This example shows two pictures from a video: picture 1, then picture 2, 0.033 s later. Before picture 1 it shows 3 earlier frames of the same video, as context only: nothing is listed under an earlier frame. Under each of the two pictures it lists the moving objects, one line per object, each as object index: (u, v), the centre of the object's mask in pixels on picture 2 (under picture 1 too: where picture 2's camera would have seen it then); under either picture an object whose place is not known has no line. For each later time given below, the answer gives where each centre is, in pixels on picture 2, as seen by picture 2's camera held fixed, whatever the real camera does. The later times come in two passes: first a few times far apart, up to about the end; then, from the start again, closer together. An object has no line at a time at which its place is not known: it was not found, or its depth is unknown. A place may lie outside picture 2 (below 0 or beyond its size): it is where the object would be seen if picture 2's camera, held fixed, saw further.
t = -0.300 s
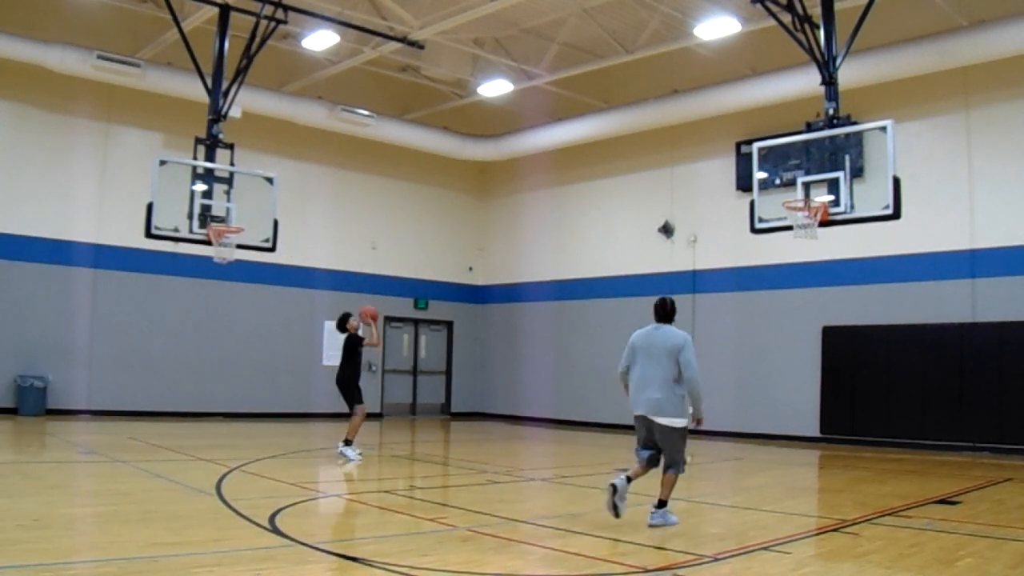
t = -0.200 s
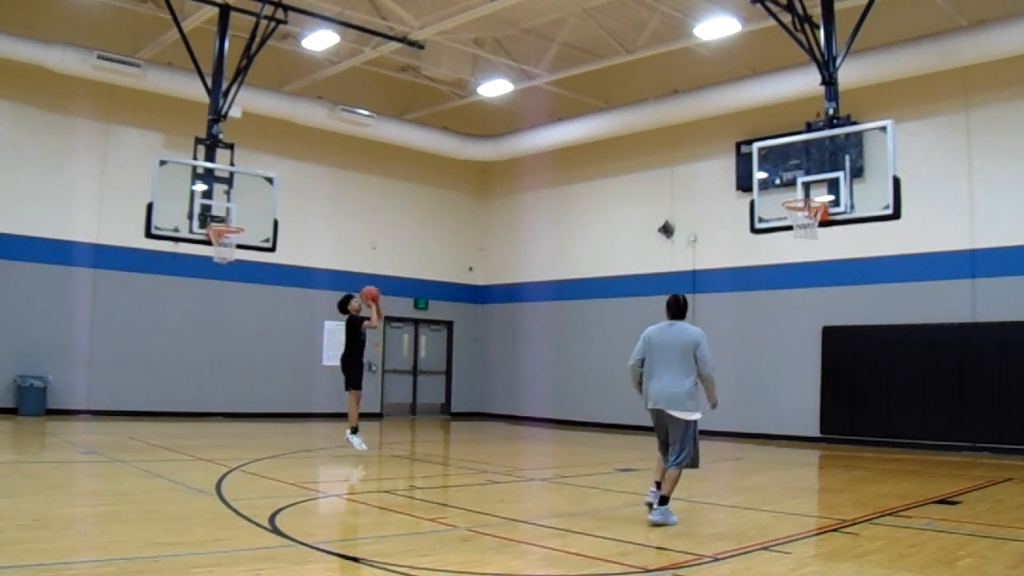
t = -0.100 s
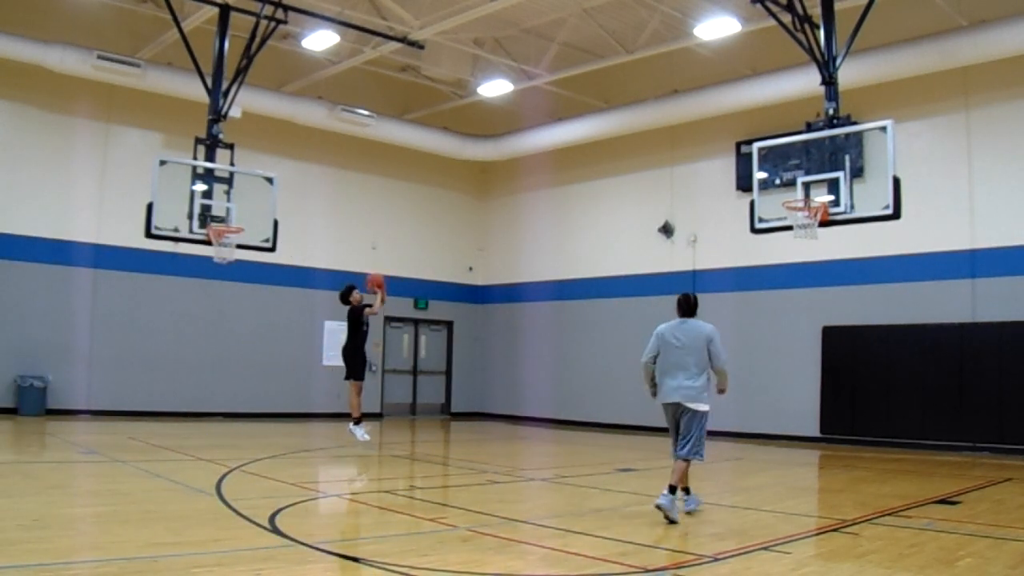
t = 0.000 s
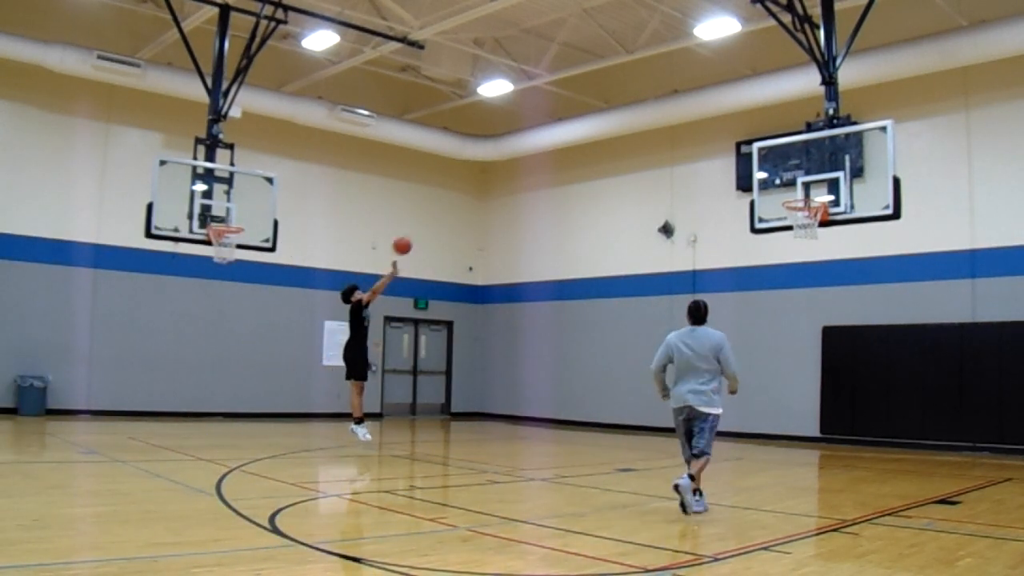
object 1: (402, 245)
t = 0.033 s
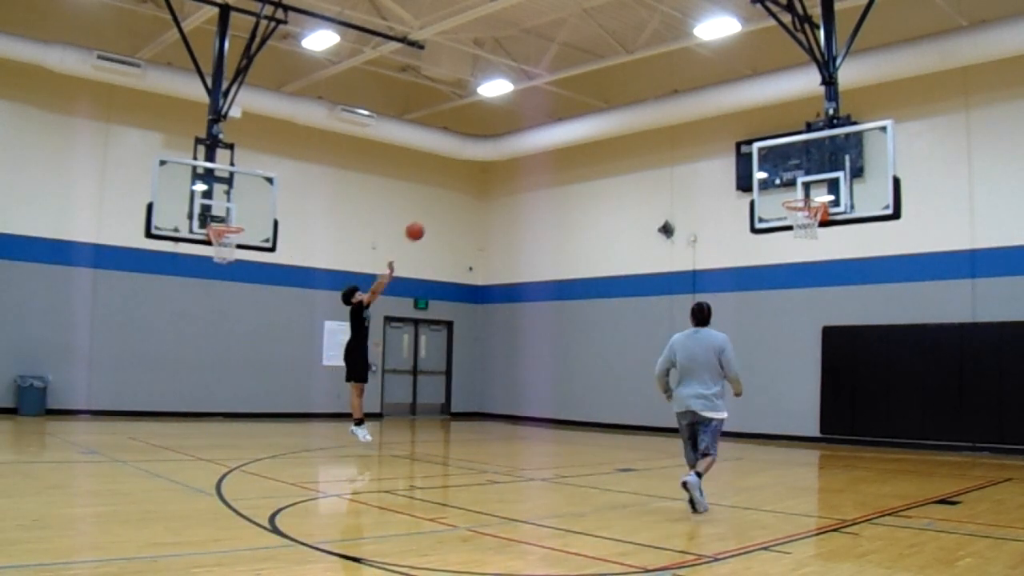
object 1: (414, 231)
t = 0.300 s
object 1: (515, 149)
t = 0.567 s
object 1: (614, 121)
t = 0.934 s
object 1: (753, 176)
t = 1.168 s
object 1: (755, 181)
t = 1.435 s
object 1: (710, 182)
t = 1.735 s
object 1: (660, 245)
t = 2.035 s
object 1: (612, 373)
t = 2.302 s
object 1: (583, 403)
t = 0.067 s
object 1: (427, 218)
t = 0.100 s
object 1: (439, 206)
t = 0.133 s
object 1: (452, 193)
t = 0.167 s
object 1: (464, 182)
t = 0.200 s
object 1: (477, 172)
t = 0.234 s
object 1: (489, 165)
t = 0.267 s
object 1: (502, 157)
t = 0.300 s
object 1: (515, 149)
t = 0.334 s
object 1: (527, 142)
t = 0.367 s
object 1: (539, 136)
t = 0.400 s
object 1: (552, 132)
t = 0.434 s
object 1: (564, 127)
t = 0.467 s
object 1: (577, 125)
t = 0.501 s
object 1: (589, 123)
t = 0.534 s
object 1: (602, 122)
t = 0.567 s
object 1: (614, 121)
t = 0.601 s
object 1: (627, 122)
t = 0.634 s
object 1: (639, 123)
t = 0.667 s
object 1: (652, 125)
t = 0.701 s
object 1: (665, 129)
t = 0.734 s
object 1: (678, 133)
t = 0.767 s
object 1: (690, 137)
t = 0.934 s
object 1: (753, 176)
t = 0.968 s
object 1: (766, 187)
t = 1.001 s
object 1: (779, 199)
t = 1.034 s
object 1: (777, 197)
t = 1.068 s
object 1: (771, 191)
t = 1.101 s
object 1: (766, 187)
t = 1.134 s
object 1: (761, 183)
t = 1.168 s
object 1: (755, 181)
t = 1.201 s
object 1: (750, 179)
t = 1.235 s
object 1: (745, 179)
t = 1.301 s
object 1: (733, 175)
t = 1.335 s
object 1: (727, 176)
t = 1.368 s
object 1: (721, 177)
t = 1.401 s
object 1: (715, 179)
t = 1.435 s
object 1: (710, 182)
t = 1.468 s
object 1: (704, 185)
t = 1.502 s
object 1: (699, 190)
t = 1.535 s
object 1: (693, 196)
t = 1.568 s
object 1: (687, 202)
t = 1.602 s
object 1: (682, 209)
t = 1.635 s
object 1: (676, 217)
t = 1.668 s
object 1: (671, 226)
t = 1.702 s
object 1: (665, 235)
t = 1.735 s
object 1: (660, 245)
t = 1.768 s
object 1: (655, 256)
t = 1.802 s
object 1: (649, 268)
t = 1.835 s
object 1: (643, 281)
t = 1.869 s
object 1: (638, 294)
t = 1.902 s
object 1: (633, 310)
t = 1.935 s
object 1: (628, 324)
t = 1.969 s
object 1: (622, 339)
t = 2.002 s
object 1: (617, 355)
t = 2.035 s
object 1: (612, 373)
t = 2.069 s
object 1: (606, 391)
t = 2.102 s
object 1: (601, 409)
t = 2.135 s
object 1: (595, 427)
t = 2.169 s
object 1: (590, 447)
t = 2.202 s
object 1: (588, 444)
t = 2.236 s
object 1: (586, 429)
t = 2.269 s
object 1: (584, 416)
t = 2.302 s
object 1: (583, 403)
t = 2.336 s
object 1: (581, 391)
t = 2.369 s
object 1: (579, 380)
